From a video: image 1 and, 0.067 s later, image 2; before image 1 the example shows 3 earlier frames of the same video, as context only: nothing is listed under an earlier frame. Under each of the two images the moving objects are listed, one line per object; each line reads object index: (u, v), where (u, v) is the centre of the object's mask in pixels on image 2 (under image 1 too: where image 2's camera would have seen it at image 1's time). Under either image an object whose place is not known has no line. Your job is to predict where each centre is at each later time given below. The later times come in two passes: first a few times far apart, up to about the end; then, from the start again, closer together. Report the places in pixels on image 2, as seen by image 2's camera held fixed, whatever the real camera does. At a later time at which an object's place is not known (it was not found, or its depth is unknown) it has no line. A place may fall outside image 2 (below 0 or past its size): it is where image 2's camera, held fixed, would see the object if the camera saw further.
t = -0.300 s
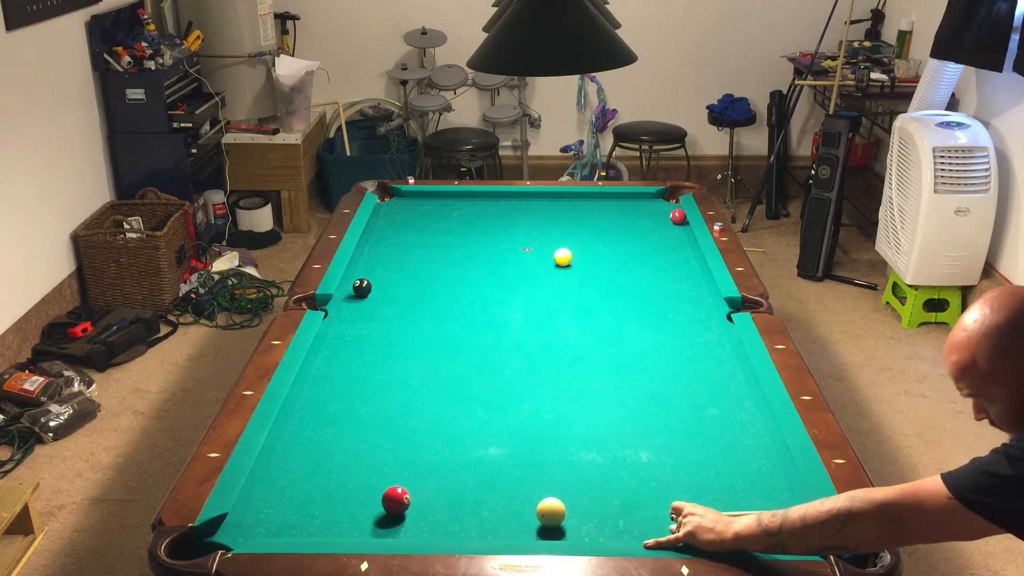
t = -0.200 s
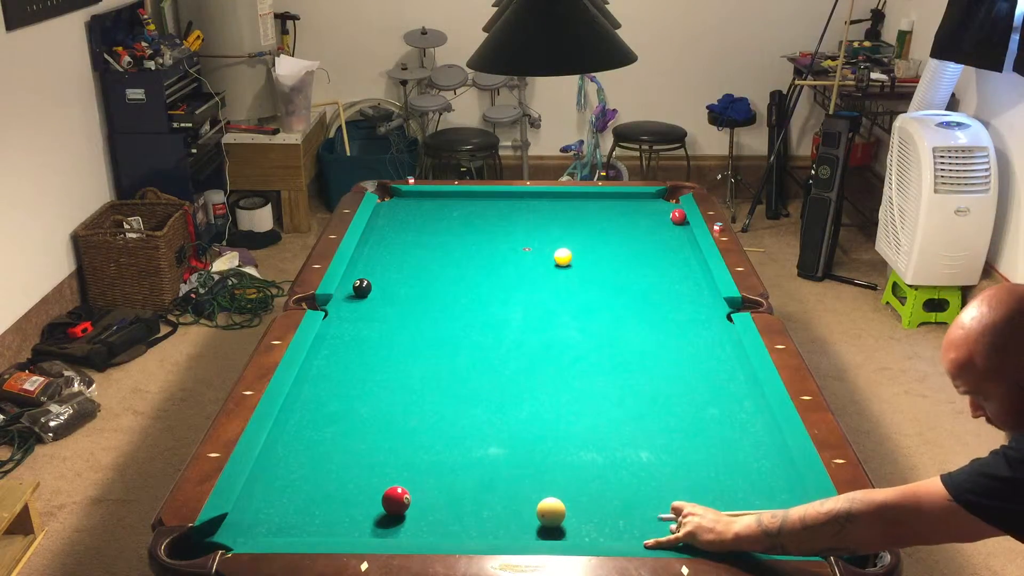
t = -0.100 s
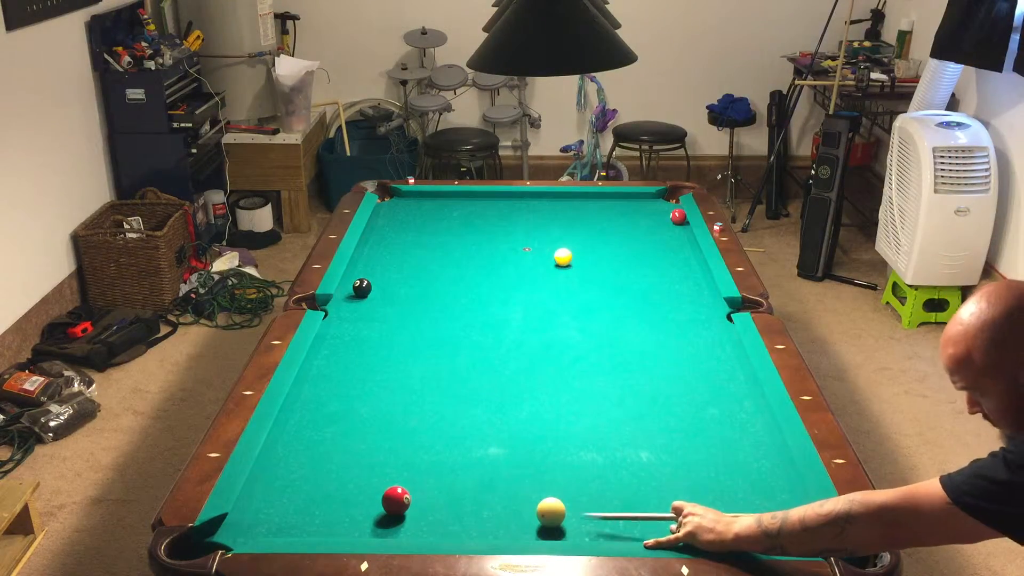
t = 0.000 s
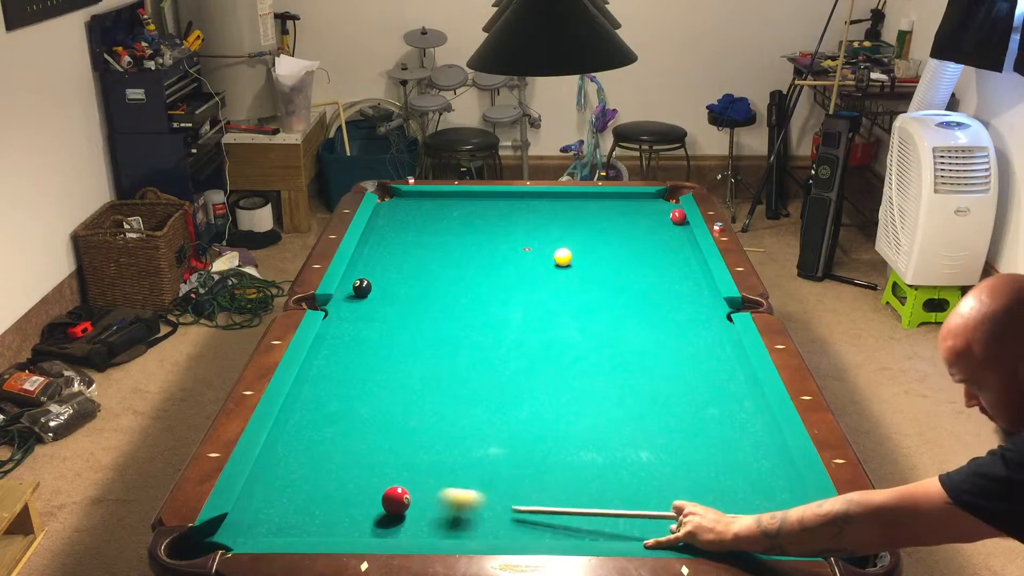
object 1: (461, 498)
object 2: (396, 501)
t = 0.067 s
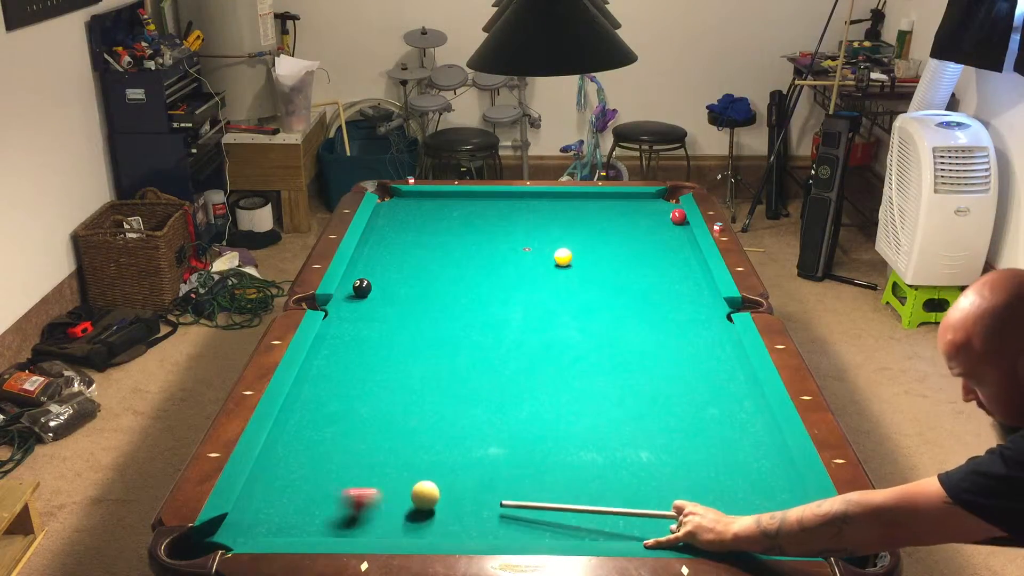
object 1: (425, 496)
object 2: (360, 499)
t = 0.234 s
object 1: (431, 481)
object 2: (273, 507)
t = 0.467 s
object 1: (438, 462)
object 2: (382, 512)
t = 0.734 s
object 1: (446, 443)
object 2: (506, 518)
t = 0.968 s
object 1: (453, 429)
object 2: (613, 523)
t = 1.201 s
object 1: (459, 416)
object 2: (719, 528)
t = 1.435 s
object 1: (464, 405)
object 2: (826, 535)
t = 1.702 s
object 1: (469, 394)
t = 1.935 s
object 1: (474, 386)
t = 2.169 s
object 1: (477, 379)
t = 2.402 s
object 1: (480, 373)
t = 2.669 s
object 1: (483, 368)
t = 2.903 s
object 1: (485, 364)
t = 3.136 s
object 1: (487, 361)
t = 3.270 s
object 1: (488, 360)
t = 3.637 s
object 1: (491, 356)
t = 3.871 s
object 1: (491, 357)
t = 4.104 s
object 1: (491, 357)
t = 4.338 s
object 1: (491, 357)
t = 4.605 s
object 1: (491, 356)
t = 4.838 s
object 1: (491, 356)
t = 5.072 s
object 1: (491, 357)
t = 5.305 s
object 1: (491, 357)
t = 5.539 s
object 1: (491, 357)
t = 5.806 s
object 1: (491, 357)
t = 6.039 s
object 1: (491, 357)
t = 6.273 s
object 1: (491, 357)
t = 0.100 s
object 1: (426, 492)
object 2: (327, 500)
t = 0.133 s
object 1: (427, 489)
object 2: (294, 501)
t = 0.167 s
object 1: (428, 486)
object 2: (264, 503)
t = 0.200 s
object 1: (429, 483)
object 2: (254, 505)
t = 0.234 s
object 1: (431, 481)
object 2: (273, 507)
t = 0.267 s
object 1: (432, 478)
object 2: (289, 507)
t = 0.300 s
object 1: (433, 475)
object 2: (305, 508)
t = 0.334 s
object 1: (434, 472)
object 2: (320, 509)
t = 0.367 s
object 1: (435, 469)
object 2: (336, 509)
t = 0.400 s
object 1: (436, 467)
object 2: (352, 510)
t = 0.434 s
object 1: (438, 464)
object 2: (367, 511)
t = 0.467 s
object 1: (438, 462)
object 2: (382, 512)
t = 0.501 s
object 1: (439, 459)
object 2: (398, 513)
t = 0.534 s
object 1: (440, 457)
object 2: (413, 514)
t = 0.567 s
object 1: (441, 454)
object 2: (429, 514)
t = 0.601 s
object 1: (442, 452)
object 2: (444, 515)
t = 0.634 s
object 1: (443, 450)
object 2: (460, 516)
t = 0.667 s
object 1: (444, 447)
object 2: (475, 517)
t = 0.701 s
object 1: (445, 445)
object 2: (490, 518)
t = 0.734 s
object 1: (446, 443)
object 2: (506, 518)
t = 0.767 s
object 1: (447, 441)
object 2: (521, 519)
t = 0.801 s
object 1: (448, 439)
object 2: (537, 520)
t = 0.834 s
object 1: (449, 436)
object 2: (552, 521)
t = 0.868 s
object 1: (450, 434)
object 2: (567, 522)
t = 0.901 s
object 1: (451, 433)
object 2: (583, 522)
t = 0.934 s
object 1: (452, 430)
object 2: (598, 523)
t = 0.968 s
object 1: (453, 429)
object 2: (613, 523)
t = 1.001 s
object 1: (454, 427)
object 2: (628, 524)
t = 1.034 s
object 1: (454, 425)
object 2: (643, 525)
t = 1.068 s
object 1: (455, 423)
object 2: (658, 526)
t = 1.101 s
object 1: (456, 421)
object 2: (674, 527)
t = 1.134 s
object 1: (457, 419)
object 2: (689, 527)
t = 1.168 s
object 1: (458, 417)
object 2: (704, 528)
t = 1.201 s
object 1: (459, 416)
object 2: (719, 528)
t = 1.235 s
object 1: (459, 414)
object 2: (735, 529)
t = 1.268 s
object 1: (460, 413)
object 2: (749, 530)
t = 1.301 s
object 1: (461, 411)
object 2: (764, 530)
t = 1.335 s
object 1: (462, 410)
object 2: (780, 531)
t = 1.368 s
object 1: (462, 408)
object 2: (795, 532)
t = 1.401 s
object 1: (463, 407)
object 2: (810, 534)
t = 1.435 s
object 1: (464, 405)
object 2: (826, 535)
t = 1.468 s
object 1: (465, 404)
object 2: (834, 539)
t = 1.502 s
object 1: (465, 403)
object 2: (836, 546)
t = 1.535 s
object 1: (466, 401)
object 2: (838, 554)
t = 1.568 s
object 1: (466, 400)
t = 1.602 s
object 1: (467, 398)
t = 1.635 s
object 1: (468, 397)
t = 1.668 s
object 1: (468, 396)
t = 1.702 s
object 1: (469, 394)
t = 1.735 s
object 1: (470, 393)
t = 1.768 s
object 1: (470, 392)
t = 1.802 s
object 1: (471, 391)
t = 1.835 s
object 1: (472, 390)
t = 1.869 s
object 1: (472, 388)
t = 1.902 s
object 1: (473, 388)
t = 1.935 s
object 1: (474, 386)
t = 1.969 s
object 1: (474, 385)
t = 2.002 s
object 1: (475, 384)
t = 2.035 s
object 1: (475, 383)
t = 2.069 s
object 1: (476, 382)
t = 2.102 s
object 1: (476, 381)
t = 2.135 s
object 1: (477, 380)
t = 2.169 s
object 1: (477, 379)
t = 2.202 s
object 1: (478, 378)
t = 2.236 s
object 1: (478, 377)
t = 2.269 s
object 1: (479, 376)
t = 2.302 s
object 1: (479, 376)
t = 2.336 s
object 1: (480, 375)
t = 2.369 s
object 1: (480, 374)
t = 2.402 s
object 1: (480, 373)
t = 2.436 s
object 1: (480, 373)
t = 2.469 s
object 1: (481, 372)
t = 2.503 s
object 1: (481, 371)
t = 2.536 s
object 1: (482, 370)
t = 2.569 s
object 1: (482, 370)
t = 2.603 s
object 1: (483, 369)
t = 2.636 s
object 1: (483, 369)
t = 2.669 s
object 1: (483, 368)
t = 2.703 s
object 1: (484, 367)
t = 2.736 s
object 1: (484, 367)
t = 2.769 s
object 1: (484, 366)
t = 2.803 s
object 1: (484, 366)
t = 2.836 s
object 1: (485, 365)
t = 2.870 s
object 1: (485, 365)
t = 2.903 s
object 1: (485, 364)
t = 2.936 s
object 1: (486, 364)
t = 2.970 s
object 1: (486, 363)
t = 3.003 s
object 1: (486, 363)
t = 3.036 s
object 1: (486, 362)
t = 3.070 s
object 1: (487, 362)
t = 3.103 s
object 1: (487, 361)
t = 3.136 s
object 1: (487, 361)
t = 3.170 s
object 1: (487, 361)
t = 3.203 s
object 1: (488, 360)
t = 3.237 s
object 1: (488, 360)
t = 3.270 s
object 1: (488, 360)
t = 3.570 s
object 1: (495, 354)
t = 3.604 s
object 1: (491, 356)
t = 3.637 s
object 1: (491, 356)
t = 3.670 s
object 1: (491, 357)
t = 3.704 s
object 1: (491, 357)
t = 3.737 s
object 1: (491, 356)
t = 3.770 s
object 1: (491, 356)
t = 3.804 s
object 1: (491, 356)
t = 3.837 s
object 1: (491, 356)
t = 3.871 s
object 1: (491, 357)
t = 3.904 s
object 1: (491, 357)
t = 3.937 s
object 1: (491, 357)
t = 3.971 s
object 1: (491, 357)
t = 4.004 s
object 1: (491, 357)
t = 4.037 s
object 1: (491, 356)
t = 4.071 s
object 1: (491, 356)
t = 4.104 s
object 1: (491, 357)
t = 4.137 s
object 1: (491, 357)
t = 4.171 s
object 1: (491, 357)
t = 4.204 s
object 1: (491, 357)
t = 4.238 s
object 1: (491, 357)
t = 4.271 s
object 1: (491, 357)
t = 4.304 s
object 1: (491, 357)
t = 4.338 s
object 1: (491, 357)
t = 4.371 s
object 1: (491, 357)
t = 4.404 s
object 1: (491, 357)
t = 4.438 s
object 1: (491, 357)
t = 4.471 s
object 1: (491, 357)
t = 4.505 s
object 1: (491, 357)
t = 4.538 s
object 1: (491, 357)
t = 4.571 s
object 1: (491, 356)
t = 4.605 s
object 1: (491, 356)
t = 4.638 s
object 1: (491, 357)
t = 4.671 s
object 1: (491, 357)
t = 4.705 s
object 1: (491, 357)
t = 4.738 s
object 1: (491, 357)
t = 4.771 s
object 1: (491, 357)
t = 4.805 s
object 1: (491, 357)
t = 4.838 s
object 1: (491, 356)
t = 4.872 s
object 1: (491, 357)
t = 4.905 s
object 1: (491, 357)
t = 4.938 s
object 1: (491, 357)
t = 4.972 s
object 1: (491, 356)
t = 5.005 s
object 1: (491, 356)
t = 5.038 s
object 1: (491, 357)
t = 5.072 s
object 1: (491, 357)
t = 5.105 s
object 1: (491, 357)
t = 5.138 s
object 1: (491, 357)
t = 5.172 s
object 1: (491, 357)
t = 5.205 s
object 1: (491, 357)
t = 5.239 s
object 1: (491, 357)
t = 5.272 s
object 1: (491, 357)
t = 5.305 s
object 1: (491, 357)
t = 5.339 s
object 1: (491, 357)
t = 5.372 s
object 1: (491, 357)
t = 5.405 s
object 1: (491, 357)
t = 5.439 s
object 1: (491, 357)
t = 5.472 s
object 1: (491, 357)
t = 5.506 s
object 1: (491, 357)
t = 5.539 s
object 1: (491, 357)
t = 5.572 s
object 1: (491, 357)
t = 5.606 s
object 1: (491, 357)
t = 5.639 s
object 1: (491, 357)
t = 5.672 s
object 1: (491, 357)
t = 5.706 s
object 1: (491, 357)
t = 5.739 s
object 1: (491, 357)
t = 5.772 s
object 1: (491, 357)
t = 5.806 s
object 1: (491, 357)
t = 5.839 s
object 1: (491, 357)
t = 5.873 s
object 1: (491, 357)
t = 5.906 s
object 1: (491, 357)
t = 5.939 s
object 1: (491, 357)
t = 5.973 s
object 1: (491, 357)
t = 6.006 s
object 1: (491, 357)
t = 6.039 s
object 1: (491, 357)
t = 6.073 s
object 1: (491, 357)
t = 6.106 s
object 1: (491, 357)
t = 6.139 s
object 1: (491, 357)
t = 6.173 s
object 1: (491, 357)
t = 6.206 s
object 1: (491, 357)
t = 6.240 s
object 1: (491, 357)
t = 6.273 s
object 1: (491, 357)
